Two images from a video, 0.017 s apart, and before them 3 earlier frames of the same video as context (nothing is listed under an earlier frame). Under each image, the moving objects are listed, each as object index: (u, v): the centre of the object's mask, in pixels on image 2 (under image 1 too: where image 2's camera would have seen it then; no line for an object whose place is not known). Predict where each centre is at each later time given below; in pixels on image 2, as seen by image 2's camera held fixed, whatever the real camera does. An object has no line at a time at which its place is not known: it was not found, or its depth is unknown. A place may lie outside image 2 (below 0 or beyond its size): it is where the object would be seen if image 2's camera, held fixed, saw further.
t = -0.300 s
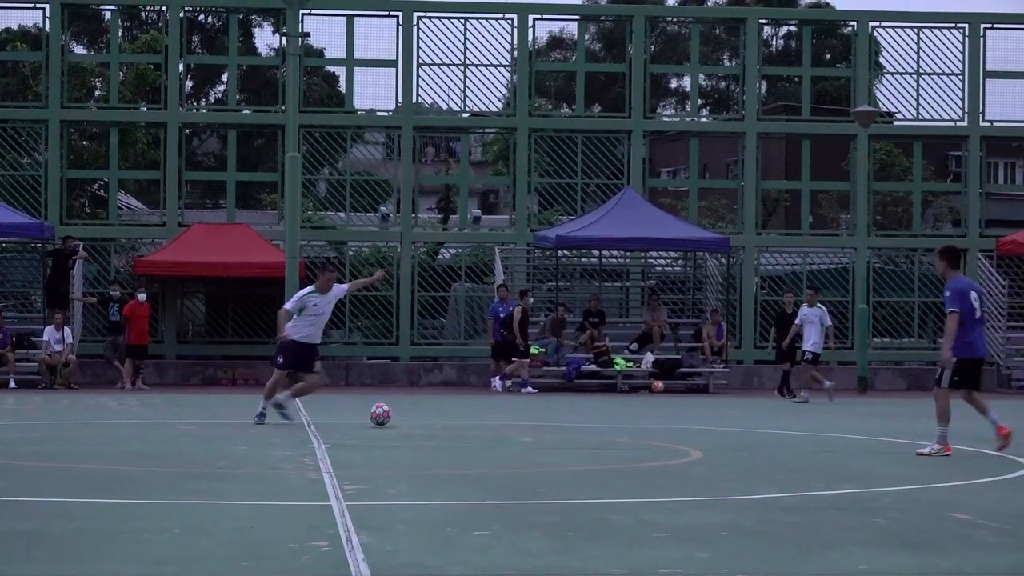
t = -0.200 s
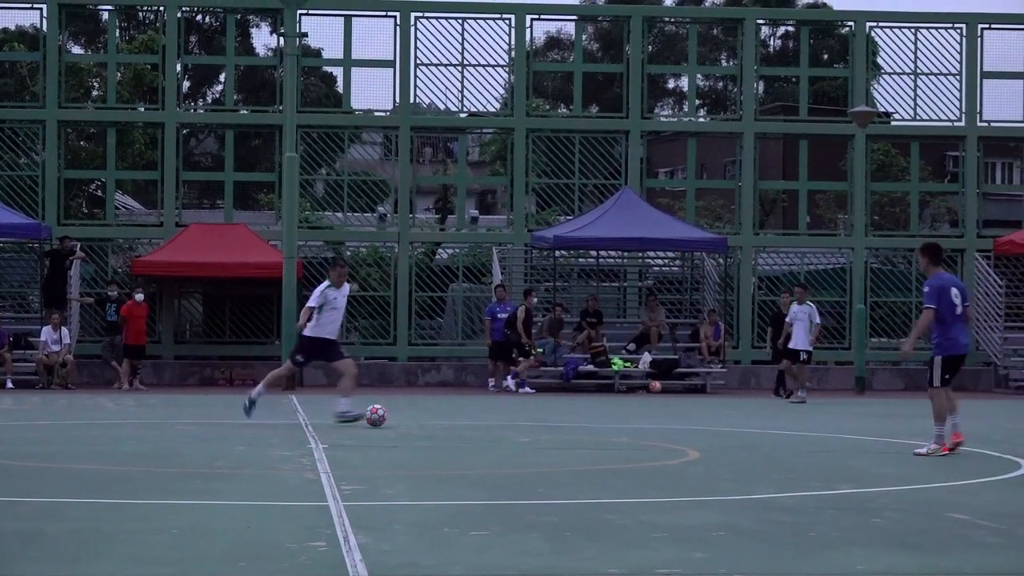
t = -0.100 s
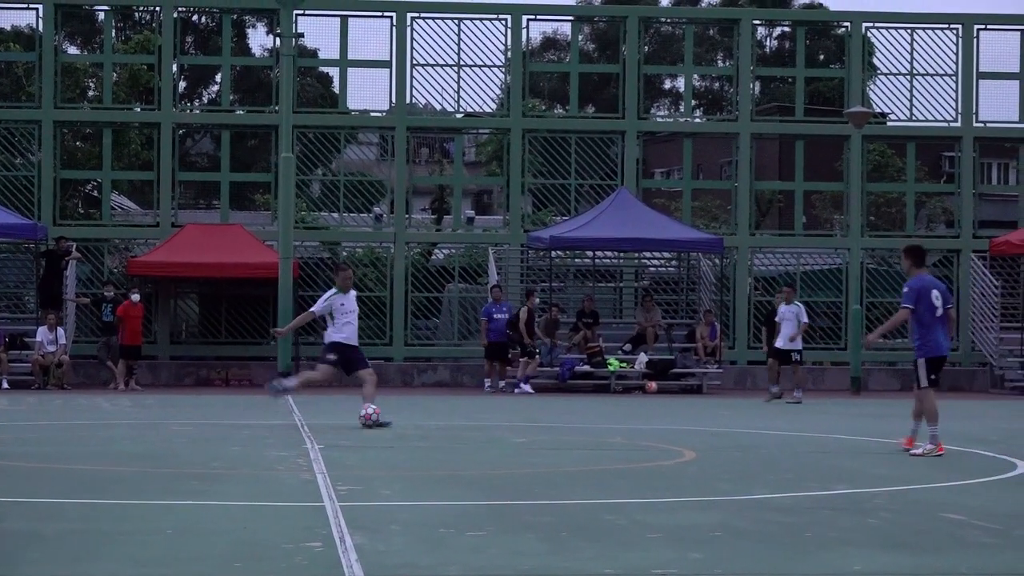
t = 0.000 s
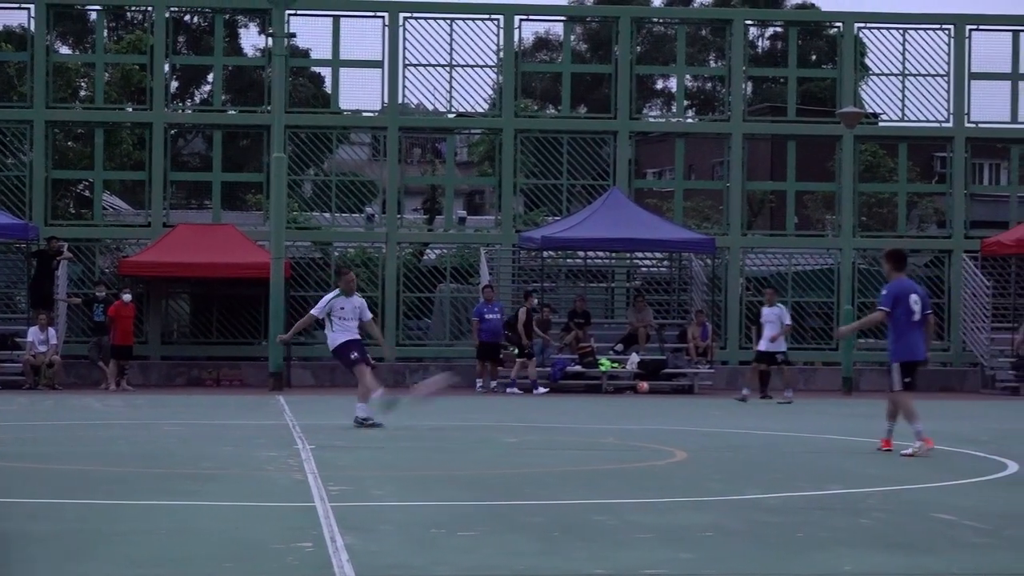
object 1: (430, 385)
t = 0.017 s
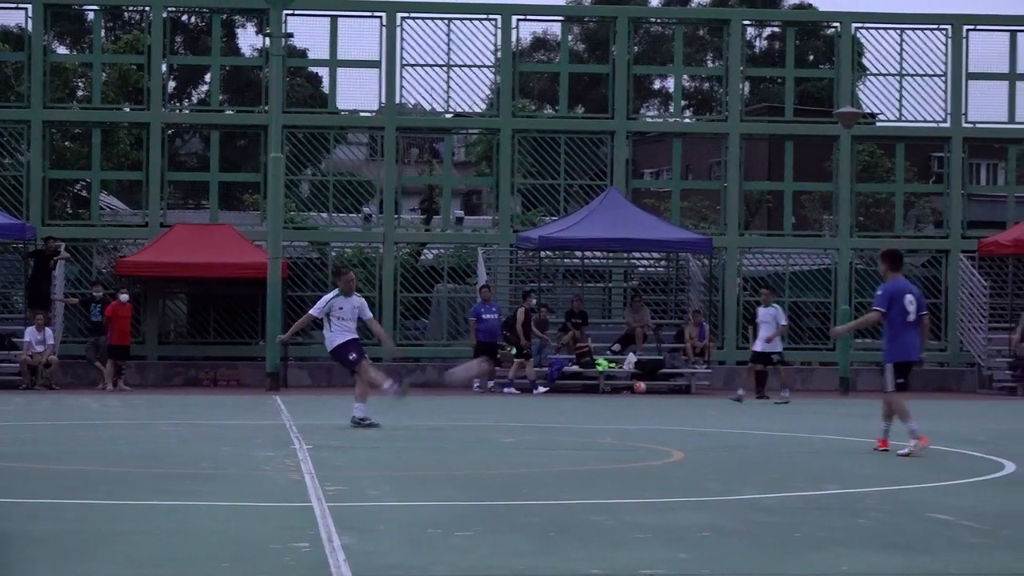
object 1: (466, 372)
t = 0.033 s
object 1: (500, 359)
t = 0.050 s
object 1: (546, 343)
